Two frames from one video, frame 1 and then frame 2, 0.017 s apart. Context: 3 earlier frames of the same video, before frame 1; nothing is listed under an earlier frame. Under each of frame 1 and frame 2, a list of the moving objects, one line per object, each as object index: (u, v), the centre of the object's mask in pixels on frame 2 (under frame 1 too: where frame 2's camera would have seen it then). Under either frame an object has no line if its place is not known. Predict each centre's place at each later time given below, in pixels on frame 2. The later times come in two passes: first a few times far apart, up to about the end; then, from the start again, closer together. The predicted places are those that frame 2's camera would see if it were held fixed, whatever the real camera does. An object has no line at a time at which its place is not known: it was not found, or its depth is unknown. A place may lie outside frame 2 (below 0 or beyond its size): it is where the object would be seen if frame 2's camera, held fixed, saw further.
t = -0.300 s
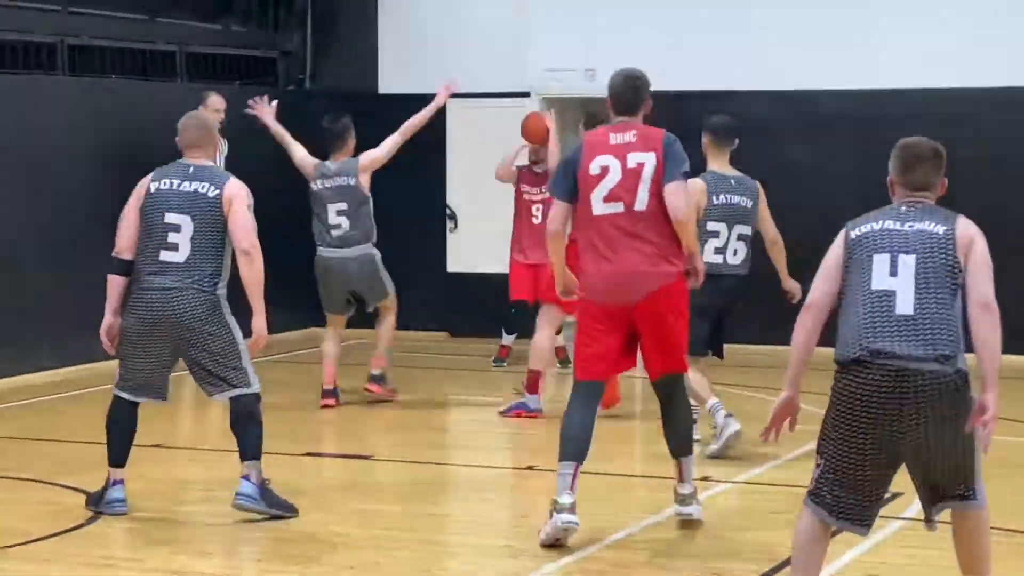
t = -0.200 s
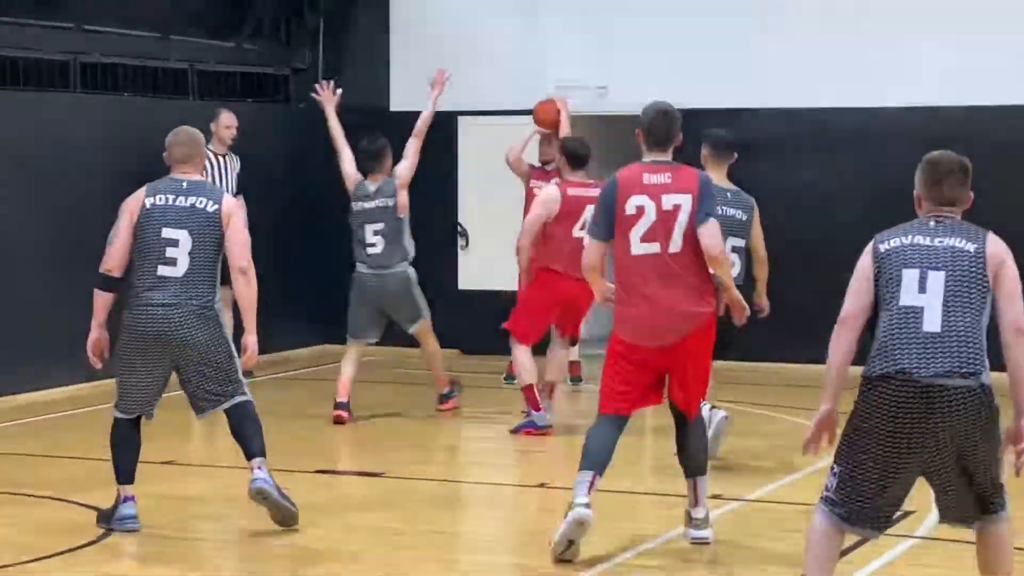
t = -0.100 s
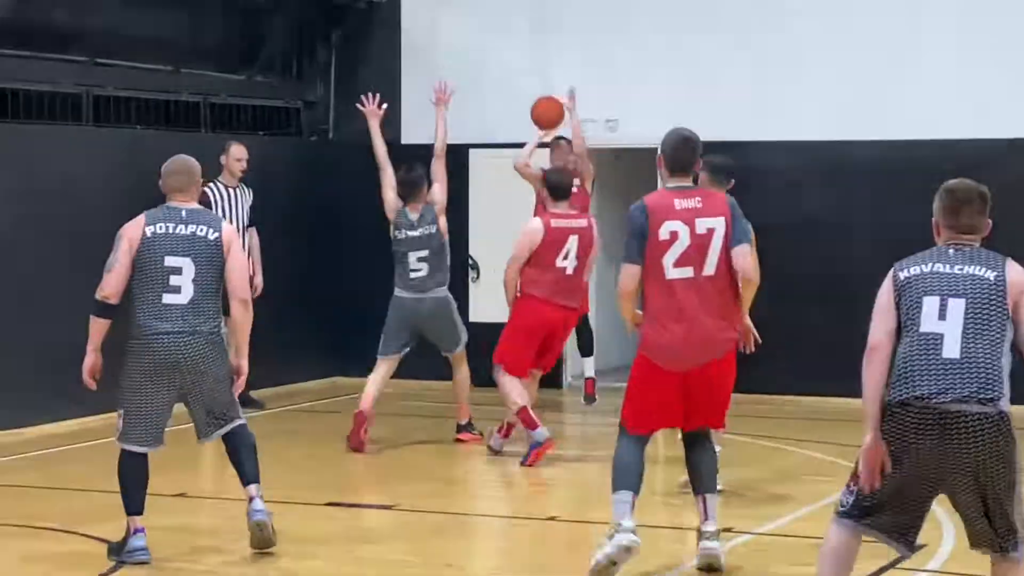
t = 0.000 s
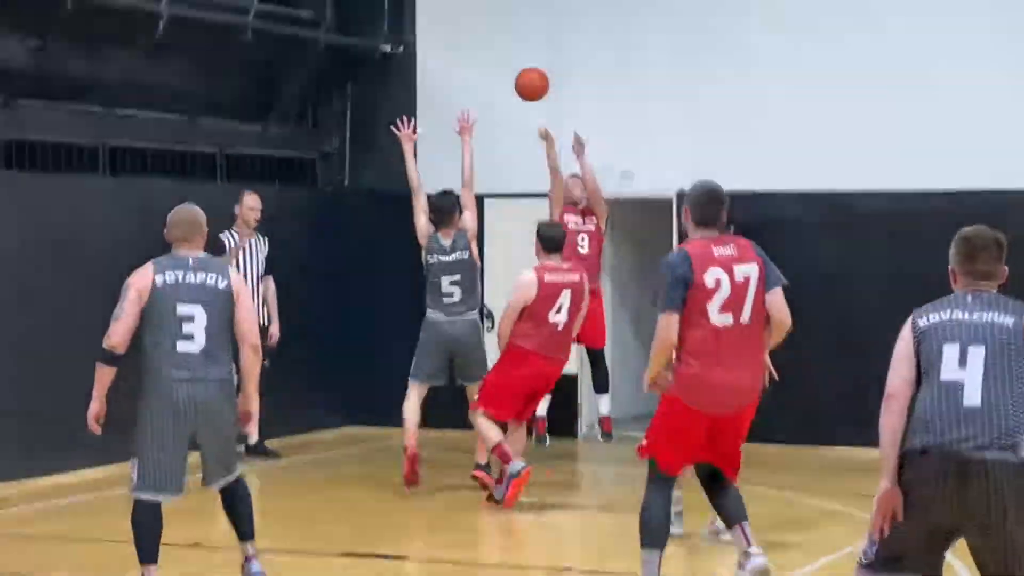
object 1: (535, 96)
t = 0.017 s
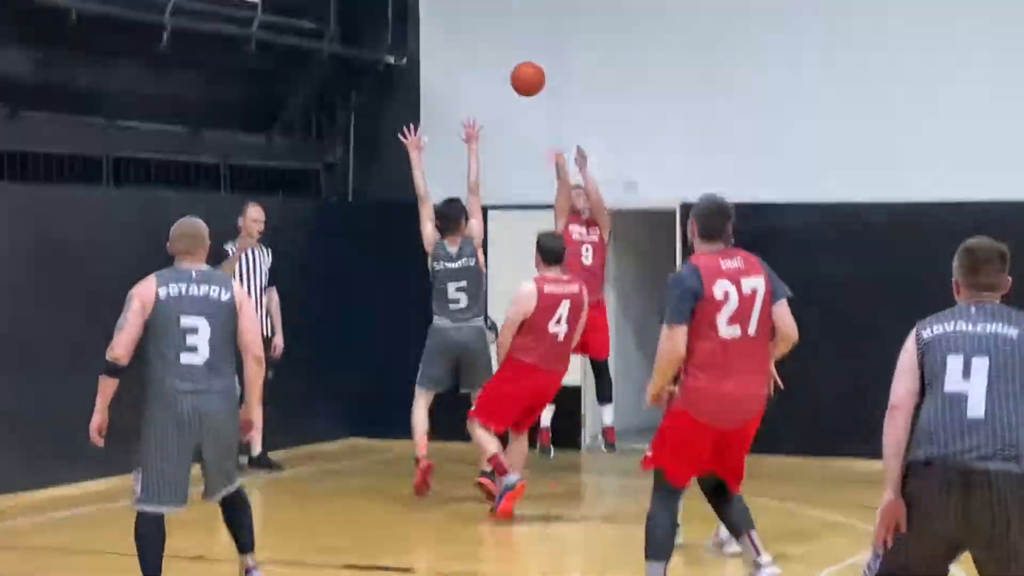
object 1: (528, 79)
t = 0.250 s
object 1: (419, -110)
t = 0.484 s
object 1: (299, -246)
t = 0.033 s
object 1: (521, 65)
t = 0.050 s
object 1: (515, 51)
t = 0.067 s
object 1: (507, 34)
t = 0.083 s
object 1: (500, 21)
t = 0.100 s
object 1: (493, 7)
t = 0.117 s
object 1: (484, -9)
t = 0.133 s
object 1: (477, -21)
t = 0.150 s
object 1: (470, -34)
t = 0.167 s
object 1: (461, -49)
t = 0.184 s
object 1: (453, -62)
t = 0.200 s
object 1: (445, -75)
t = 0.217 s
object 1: (435, -88)
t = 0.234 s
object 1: (429, -102)
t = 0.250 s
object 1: (419, -110)
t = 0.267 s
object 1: (411, -124)
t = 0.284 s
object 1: (404, -137)
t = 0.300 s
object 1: (396, -145)
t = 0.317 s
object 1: (388, -157)
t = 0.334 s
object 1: (379, -169)
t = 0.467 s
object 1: (310, -239)
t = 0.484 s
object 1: (299, -246)
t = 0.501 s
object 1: (291, -252)
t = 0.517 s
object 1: (283, -259)
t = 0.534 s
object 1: (270, -265)
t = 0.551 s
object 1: (262, -270)
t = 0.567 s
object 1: (254, -276)
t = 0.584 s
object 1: (241, -281)
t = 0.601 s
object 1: (233, -284)
